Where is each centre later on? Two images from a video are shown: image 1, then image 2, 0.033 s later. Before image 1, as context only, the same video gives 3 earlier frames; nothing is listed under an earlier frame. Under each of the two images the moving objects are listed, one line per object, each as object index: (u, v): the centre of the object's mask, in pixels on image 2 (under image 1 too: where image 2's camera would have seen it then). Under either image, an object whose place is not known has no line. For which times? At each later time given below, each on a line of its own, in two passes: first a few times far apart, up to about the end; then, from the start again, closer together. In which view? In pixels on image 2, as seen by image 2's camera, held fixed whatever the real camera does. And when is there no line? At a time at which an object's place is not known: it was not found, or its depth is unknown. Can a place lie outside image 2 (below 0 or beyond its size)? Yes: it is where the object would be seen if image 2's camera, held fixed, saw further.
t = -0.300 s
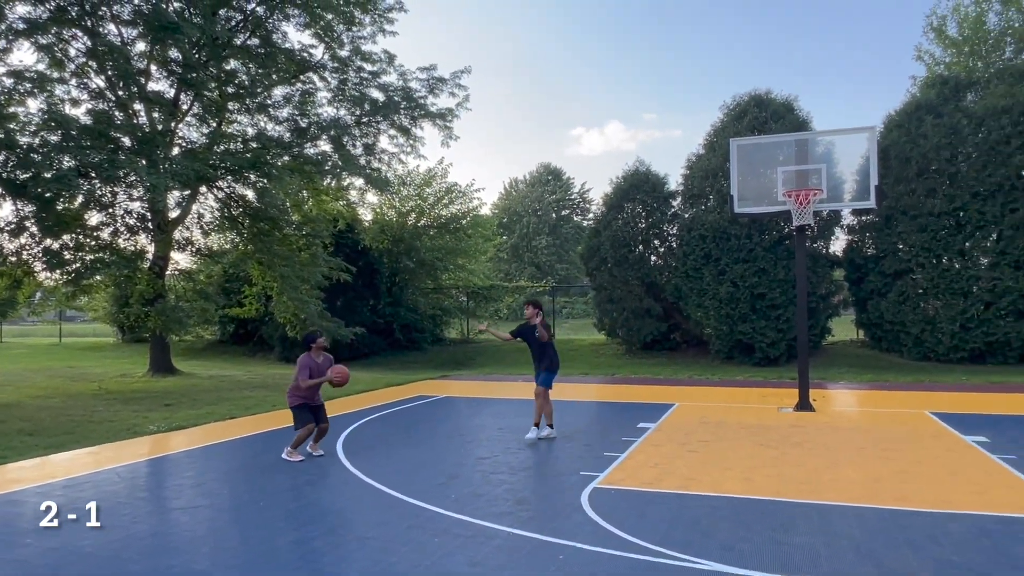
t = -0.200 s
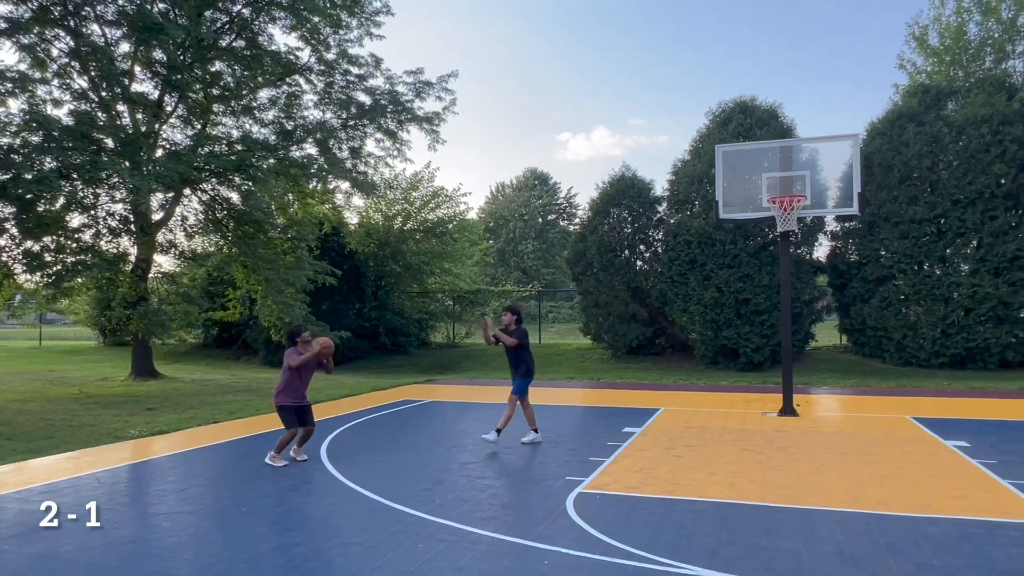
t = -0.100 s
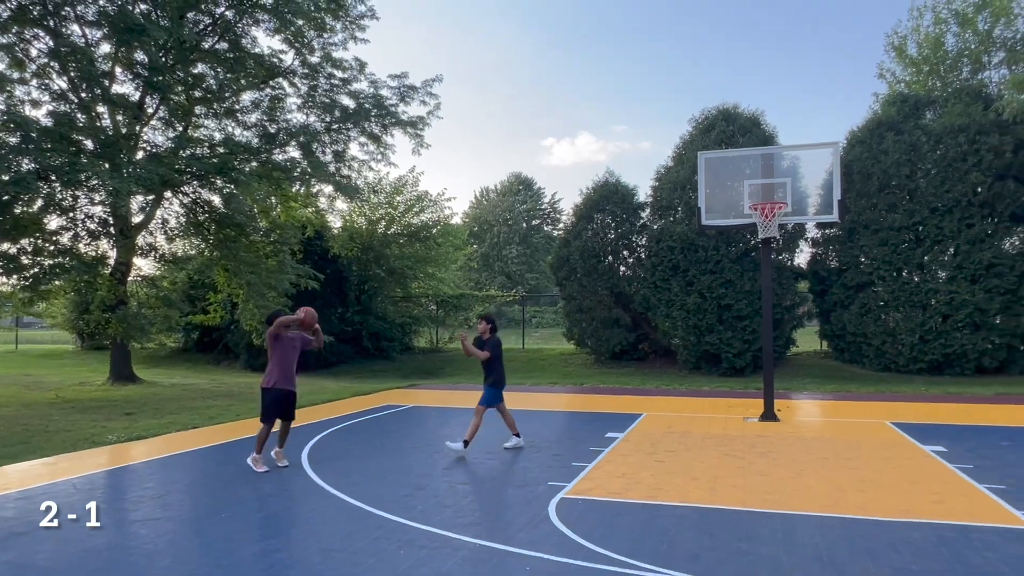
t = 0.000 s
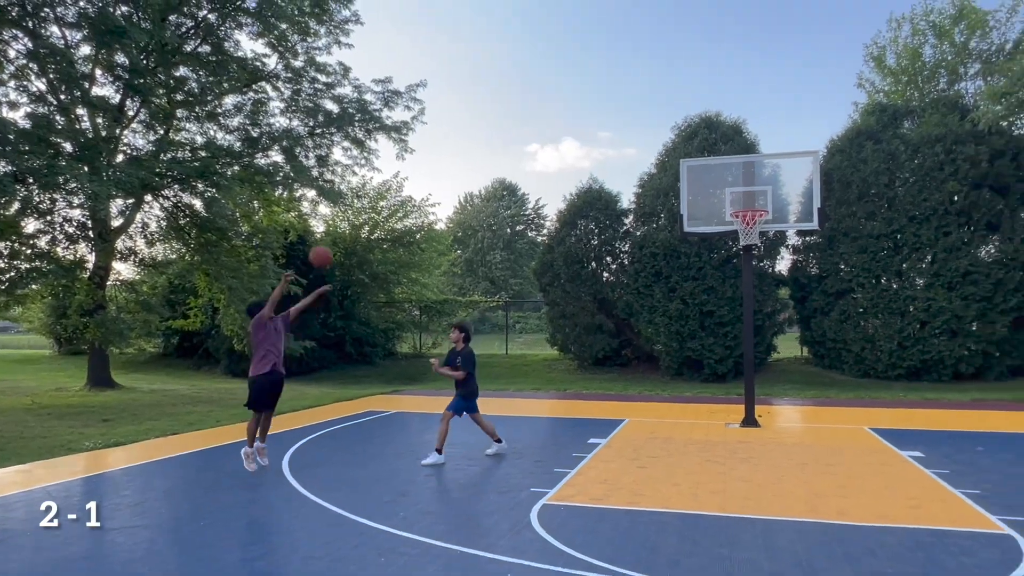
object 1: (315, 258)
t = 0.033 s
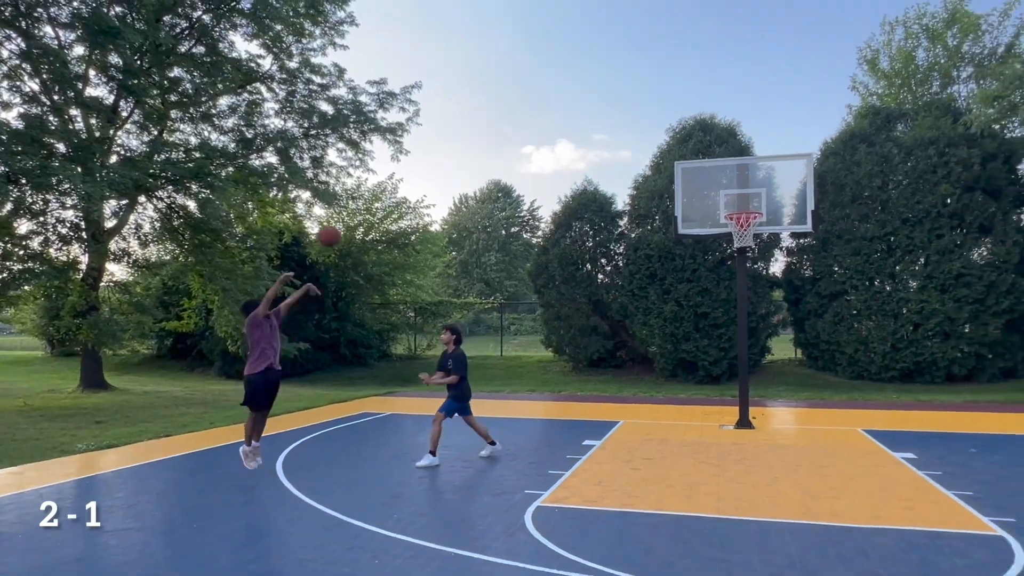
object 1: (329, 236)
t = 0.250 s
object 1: (410, 121)
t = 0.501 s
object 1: (493, 52)
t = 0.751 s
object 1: (565, 38)
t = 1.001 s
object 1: (629, 69)
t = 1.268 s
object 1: (691, 146)
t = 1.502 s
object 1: (717, 190)
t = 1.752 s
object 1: (748, 286)
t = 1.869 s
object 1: (765, 356)
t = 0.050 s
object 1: (335, 225)
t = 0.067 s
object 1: (341, 214)
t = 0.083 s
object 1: (348, 204)
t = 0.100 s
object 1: (355, 194)
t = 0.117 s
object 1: (361, 185)
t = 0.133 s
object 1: (368, 176)
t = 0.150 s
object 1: (374, 167)
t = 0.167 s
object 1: (380, 158)
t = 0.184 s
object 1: (386, 150)
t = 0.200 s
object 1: (392, 143)
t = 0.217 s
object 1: (398, 135)
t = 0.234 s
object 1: (404, 128)
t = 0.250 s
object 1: (410, 121)
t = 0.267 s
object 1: (416, 114)
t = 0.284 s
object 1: (422, 108)
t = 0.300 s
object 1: (427, 102)
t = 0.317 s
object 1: (433, 96)
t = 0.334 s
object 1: (439, 91)
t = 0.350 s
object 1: (445, 86)
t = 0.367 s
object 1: (450, 81)
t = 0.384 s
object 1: (456, 76)
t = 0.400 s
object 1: (461, 72)
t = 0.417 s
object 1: (466, 68)
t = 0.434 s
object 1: (472, 64)
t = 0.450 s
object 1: (477, 61)
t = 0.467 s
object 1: (482, 58)
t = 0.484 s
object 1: (487, 55)
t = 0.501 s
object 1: (493, 52)
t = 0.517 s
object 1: (498, 50)
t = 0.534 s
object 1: (503, 48)
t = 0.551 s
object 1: (508, 46)
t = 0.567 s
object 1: (513, 44)
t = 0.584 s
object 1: (518, 43)
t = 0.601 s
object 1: (523, 41)
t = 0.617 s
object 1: (528, 40)
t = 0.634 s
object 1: (533, 39)
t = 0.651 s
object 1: (538, 38)
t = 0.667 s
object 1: (542, 38)
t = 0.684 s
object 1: (547, 38)
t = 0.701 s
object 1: (551, 37)
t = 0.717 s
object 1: (556, 38)
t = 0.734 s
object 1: (561, 38)
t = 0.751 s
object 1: (565, 38)
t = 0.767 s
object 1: (570, 39)
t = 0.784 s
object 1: (574, 40)
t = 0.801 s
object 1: (578, 41)
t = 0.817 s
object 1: (583, 43)
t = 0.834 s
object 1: (587, 44)
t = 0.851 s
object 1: (592, 46)
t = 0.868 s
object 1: (596, 48)
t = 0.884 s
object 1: (600, 50)
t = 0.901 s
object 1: (604, 52)
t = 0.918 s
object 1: (609, 54)
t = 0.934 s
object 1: (613, 57)
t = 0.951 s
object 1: (617, 60)
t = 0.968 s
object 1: (621, 63)
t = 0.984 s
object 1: (625, 66)
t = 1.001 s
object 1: (629, 69)
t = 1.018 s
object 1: (633, 73)
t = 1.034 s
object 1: (637, 77)
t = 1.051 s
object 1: (641, 80)
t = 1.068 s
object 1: (645, 85)
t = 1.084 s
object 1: (649, 89)
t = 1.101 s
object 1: (653, 93)
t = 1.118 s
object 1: (657, 98)
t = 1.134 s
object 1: (661, 102)
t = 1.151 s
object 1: (665, 107)
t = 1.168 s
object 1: (669, 112)
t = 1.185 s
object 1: (672, 117)
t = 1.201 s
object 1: (676, 123)
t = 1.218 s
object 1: (680, 128)
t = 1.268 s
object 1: (691, 146)
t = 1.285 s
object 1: (694, 152)
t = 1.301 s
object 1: (697, 157)
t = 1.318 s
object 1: (699, 159)
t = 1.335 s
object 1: (700, 161)
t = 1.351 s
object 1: (702, 163)
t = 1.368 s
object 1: (703, 164)
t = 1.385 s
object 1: (705, 167)
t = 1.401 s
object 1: (707, 170)
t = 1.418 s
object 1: (708, 173)
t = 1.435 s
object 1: (710, 176)
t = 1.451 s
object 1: (712, 179)
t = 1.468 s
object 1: (714, 183)
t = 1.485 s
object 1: (716, 186)
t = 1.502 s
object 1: (717, 190)
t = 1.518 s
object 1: (719, 195)
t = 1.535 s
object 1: (721, 199)
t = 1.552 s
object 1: (723, 204)
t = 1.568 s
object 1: (725, 209)
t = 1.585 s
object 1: (727, 215)
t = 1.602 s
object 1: (729, 220)
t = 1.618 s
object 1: (730, 225)
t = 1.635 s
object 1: (732, 233)
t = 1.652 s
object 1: (734, 238)
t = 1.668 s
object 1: (736, 246)
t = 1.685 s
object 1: (738, 252)
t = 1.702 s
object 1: (741, 260)
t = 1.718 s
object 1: (745, 269)
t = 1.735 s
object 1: (746, 277)
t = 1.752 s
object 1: (748, 286)
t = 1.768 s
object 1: (751, 295)
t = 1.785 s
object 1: (753, 304)
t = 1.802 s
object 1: (756, 314)
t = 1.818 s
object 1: (758, 324)
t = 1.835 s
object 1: (761, 334)
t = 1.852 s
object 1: (763, 345)
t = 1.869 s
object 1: (765, 356)
